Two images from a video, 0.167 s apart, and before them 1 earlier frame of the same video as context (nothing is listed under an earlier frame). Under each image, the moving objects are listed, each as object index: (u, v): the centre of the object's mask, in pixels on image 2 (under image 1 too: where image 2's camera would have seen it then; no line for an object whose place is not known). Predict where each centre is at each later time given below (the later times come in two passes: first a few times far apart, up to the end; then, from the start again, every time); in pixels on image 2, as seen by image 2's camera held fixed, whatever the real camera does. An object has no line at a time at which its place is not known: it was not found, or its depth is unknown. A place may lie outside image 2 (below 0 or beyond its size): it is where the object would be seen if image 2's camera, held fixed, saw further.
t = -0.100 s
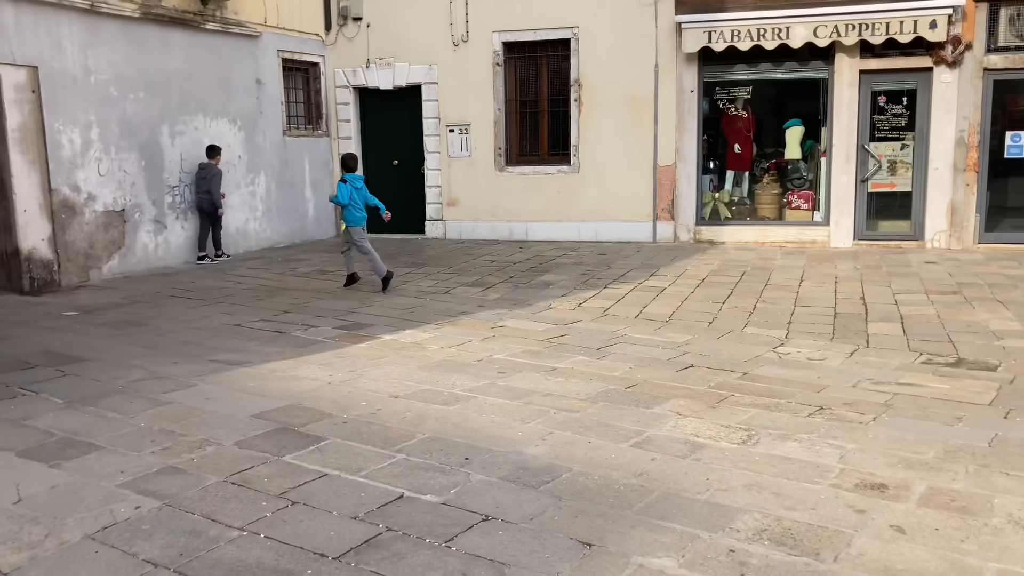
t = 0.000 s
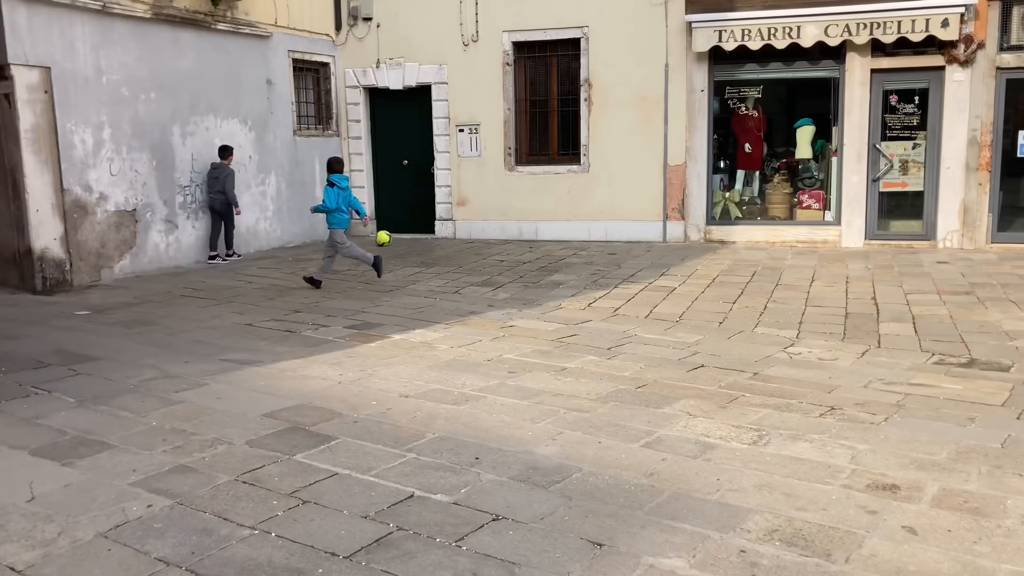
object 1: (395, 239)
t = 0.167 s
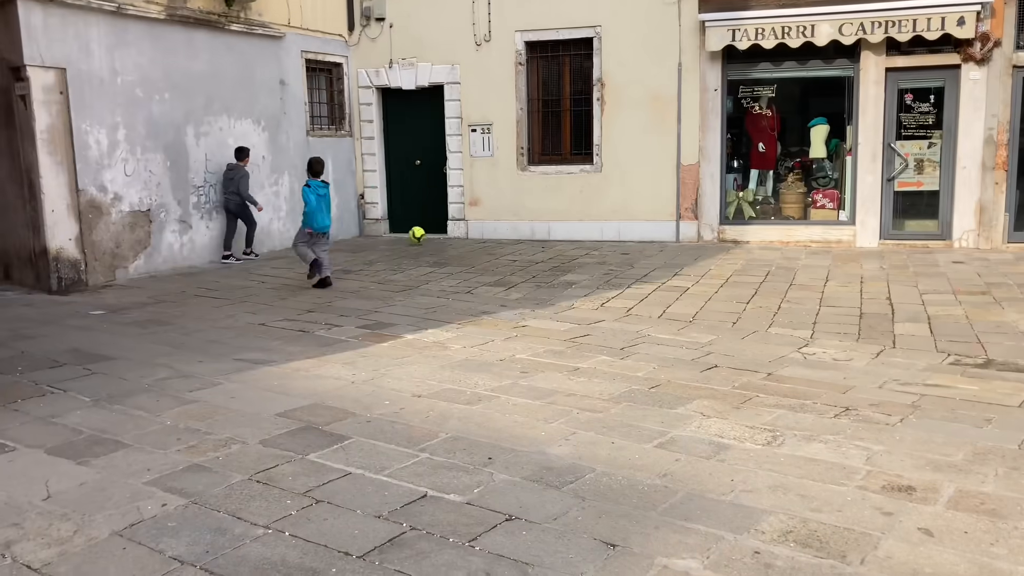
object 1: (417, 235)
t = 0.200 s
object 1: (421, 236)
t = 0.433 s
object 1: (446, 237)
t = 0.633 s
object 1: (468, 237)
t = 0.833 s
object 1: (488, 237)
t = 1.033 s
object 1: (508, 238)
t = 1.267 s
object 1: (531, 237)
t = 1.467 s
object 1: (548, 237)
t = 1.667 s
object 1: (566, 236)
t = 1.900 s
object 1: (585, 236)
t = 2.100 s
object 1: (595, 236)
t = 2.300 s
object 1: (606, 237)
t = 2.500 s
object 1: (616, 237)
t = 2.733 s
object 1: (628, 238)
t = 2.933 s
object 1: (637, 238)
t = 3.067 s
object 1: (644, 239)
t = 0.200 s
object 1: (421, 236)
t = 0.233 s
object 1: (425, 237)
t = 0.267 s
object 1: (428, 236)
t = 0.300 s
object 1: (432, 235)
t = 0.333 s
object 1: (435, 236)
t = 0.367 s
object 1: (439, 237)
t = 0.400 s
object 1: (443, 237)
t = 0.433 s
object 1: (446, 237)
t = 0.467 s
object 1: (450, 237)
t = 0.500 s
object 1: (454, 237)
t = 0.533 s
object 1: (457, 237)
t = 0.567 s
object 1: (461, 237)
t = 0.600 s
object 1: (464, 237)
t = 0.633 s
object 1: (468, 237)
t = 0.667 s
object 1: (471, 237)
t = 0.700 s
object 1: (474, 236)
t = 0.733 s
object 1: (478, 237)
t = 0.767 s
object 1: (481, 237)
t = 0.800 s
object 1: (484, 237)
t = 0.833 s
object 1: (488, 237)
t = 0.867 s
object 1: (491, 237)
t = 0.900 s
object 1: (494, 238)
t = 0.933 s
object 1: (498, 237)
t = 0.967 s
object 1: (501, 238)
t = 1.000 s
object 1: (504, 238)
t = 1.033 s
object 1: (508, 238)
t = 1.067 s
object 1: (511, 238)
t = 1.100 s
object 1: (514, 237)
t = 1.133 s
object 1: (518, 238)
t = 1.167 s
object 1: (521, 237)
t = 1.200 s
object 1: (524, 237)
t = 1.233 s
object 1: (527, 237)
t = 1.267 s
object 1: (531, 237)
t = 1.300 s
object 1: (533, 237)
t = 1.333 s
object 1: (537, 237)
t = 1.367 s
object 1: (540, 237)
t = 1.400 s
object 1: (543, 236)
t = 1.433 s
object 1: (546, 237)
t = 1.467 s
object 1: (548, 237)
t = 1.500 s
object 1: (552, 237)
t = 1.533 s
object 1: (555, 237)
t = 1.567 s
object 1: (557, 237)
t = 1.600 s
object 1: (560, 237)
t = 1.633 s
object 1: (563, 237)
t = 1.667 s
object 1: (566, 236)
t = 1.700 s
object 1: (569, 236)
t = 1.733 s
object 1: (572, 236)
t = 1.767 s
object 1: (574, 236)
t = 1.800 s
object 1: (577, 236)
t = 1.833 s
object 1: (579, 236)
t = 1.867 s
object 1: (582, 236)
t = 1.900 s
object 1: (585, 236)
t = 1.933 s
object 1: (587, 236)
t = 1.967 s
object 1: (588, 236)
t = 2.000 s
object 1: (590, 236)
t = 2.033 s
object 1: (592, 236)
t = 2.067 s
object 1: (594, 236)
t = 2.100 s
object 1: (595, 236)
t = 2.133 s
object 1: (597, 236)
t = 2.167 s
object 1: (599, 236)
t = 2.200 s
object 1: (601, 236)
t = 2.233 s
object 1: (602, 237)
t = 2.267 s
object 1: (604, 236)
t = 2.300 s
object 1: (606, 237)
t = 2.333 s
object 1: (607, 237)
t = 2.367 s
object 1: (609, 237)
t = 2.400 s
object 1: (610, 237)
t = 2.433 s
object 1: (612, 237)
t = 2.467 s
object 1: (614, 237)
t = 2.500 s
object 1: (616, 237)
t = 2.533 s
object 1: (617, 237)
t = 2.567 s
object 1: (619, 237)
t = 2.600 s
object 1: (621, 238)
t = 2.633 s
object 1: (622, 238)
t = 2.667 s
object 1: (624, 238)
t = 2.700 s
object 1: (626, 238)
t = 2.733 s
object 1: (628, 238)
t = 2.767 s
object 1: (629, 238)
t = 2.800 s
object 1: (631, 238)
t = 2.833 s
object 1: (632, 238)
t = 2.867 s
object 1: (634, 239)
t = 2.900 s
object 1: (636, 238)
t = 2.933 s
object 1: (637, 238)
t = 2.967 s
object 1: (639, 238)
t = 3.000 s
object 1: (640, 238)
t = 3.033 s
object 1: (642, 239)
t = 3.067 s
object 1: (644, 239)
